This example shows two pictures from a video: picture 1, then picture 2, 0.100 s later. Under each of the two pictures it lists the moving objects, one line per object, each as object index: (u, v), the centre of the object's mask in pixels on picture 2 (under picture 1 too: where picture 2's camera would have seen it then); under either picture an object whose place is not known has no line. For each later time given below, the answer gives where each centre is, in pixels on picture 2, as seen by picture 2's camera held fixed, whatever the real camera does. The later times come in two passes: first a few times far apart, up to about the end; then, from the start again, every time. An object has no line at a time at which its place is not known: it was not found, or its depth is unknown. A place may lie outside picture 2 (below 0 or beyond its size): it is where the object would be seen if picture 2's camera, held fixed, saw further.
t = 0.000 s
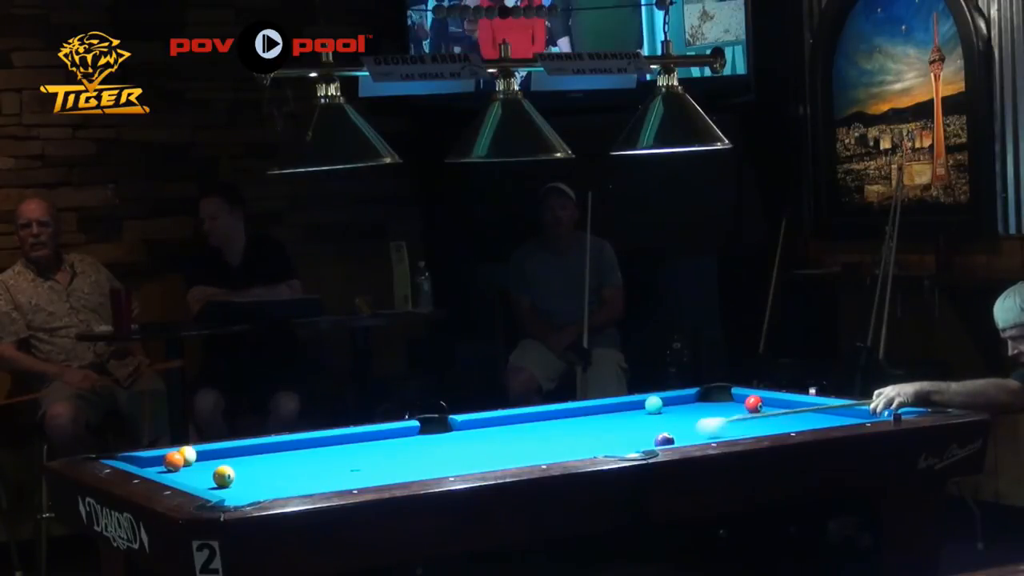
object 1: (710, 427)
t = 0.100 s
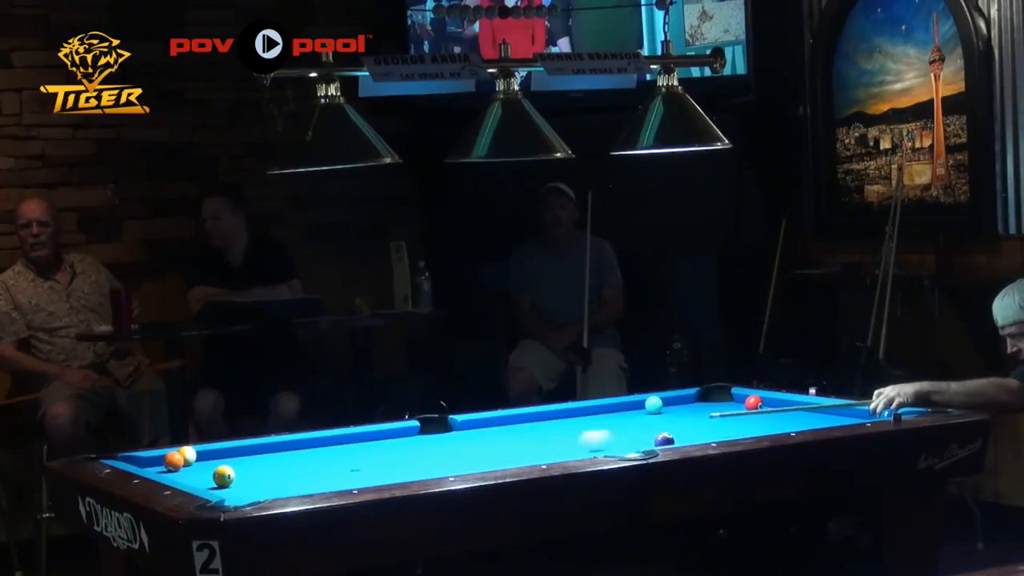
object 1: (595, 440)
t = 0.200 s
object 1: (472, 453)
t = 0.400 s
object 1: (213, 480)
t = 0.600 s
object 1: (343, 465)
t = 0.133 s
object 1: (555, 444)
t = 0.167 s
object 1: (514, 448)
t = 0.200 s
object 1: (472, 453)
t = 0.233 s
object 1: (431, 457)
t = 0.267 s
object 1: (388, 461)
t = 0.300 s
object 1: (345, 466)
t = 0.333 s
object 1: (301, 471)
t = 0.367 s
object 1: (257, 476)
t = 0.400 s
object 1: (213, 480)
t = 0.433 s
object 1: (201, 479)
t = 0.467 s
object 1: (234, 478)
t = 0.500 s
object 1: (261, 475)
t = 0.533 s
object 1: (290, 471)
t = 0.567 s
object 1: (317, 467)
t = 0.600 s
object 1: (343, 465)
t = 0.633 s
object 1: (366, 462)
